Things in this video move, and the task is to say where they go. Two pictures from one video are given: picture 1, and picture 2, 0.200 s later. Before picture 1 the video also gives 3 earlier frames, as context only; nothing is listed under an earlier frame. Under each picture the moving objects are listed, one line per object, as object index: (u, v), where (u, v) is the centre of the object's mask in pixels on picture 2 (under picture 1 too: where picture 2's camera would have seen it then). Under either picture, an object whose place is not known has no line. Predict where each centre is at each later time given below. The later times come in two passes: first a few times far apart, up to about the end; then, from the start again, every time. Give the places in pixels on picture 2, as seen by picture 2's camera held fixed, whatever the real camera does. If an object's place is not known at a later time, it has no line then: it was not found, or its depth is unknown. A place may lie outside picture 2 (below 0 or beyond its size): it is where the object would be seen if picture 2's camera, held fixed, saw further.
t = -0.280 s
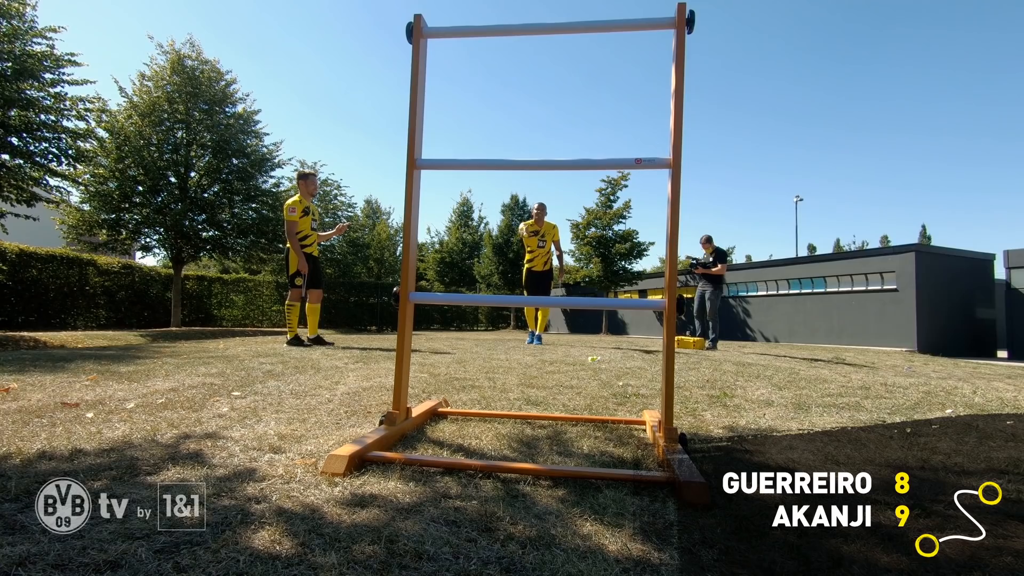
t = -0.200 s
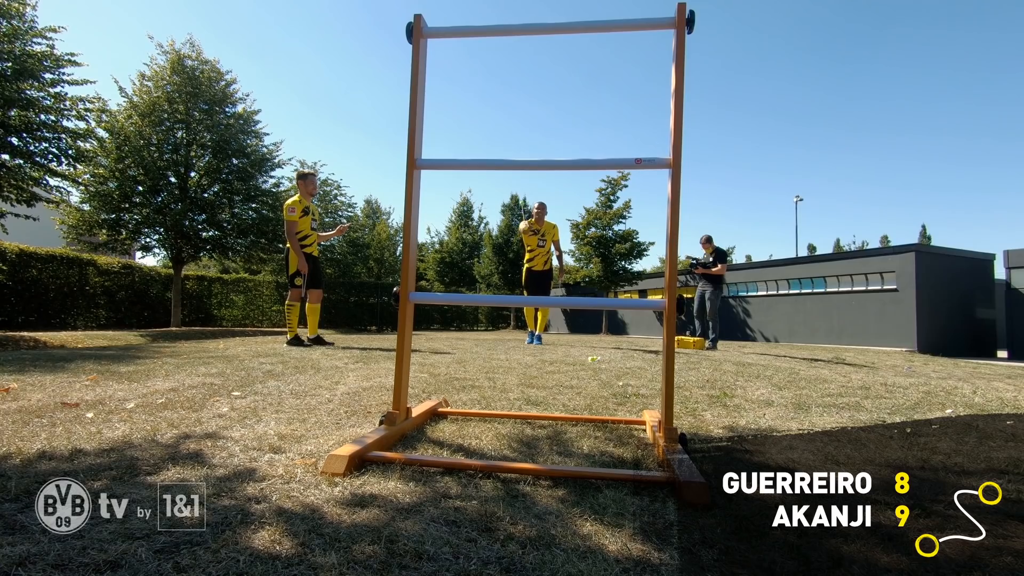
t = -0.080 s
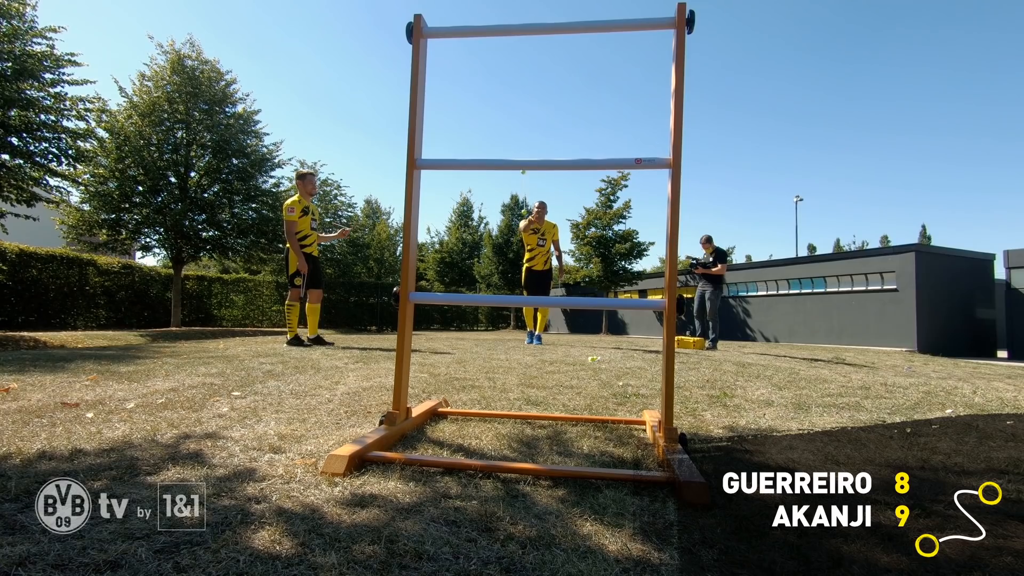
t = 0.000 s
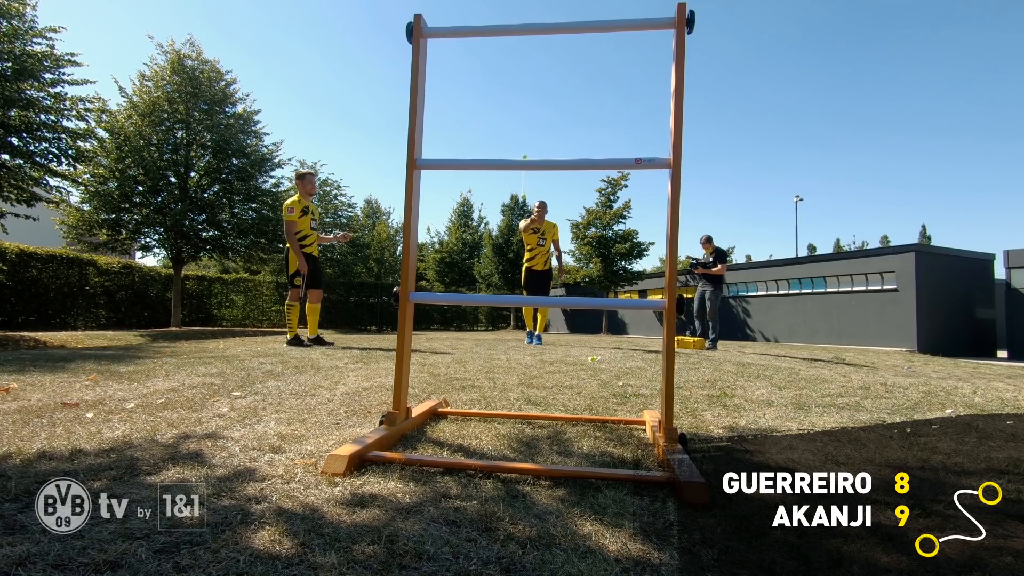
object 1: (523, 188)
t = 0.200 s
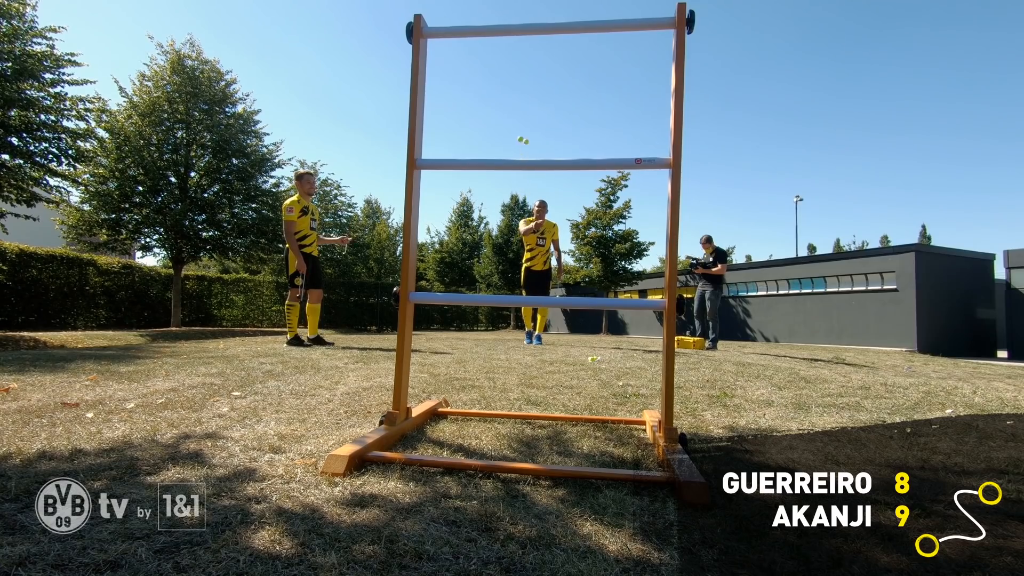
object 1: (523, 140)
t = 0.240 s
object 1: (520, 126)
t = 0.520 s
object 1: (522, 92)
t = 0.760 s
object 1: (518, 66)
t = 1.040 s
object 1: (512, 92)
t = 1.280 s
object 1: (494, 137)
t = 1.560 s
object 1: (511, 158)
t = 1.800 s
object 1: (515, 155)
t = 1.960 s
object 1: (509, 164)
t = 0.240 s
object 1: (520, 126)
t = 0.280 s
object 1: (523, 126)
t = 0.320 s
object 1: (523, 119)
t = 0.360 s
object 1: (522, 112)
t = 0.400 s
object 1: (522, 107)
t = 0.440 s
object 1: (522, 102)
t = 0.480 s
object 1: (522, 97)
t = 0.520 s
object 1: (522, 92)
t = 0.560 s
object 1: (521, 87)
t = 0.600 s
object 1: (521, 83)
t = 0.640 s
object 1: (520, 79)
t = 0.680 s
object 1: (519, 75)
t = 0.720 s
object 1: (519, 70)
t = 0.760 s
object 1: (518, 66)
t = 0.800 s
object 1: (517, 63)
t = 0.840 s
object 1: (518, 71)
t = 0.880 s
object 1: (518, 76)
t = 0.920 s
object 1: (517, 80)
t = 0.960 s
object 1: (516, 85)
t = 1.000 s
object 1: (514, 89)
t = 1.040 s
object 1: (512, 92)
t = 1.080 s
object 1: (510, 96)
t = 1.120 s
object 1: (508, 91)
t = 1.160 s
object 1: (506, 95)
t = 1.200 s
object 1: (503, 108)
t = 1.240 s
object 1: (499, 121)
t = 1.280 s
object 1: (494, 137)
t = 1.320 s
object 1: (487, 153)
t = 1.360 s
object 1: (496, 166)
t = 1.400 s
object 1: (502, 169)
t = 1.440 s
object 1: (507, 168)
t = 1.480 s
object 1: (509, 168)
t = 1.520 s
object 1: (509, 160)
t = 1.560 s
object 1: (511, 158)
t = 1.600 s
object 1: (507, 156)
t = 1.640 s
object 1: (525, 144)
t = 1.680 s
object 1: (519, 155)
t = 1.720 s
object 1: (518, 156)
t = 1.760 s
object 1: (516, 156)
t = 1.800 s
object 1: (515, 155)
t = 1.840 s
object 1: (513, 155)
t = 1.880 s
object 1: (512, 156)
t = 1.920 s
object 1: (510, 160)
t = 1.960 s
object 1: (509, 164)
